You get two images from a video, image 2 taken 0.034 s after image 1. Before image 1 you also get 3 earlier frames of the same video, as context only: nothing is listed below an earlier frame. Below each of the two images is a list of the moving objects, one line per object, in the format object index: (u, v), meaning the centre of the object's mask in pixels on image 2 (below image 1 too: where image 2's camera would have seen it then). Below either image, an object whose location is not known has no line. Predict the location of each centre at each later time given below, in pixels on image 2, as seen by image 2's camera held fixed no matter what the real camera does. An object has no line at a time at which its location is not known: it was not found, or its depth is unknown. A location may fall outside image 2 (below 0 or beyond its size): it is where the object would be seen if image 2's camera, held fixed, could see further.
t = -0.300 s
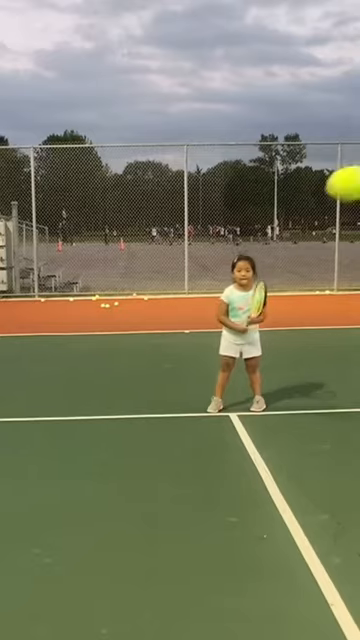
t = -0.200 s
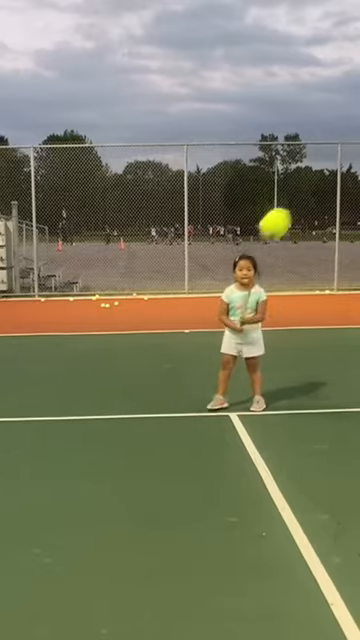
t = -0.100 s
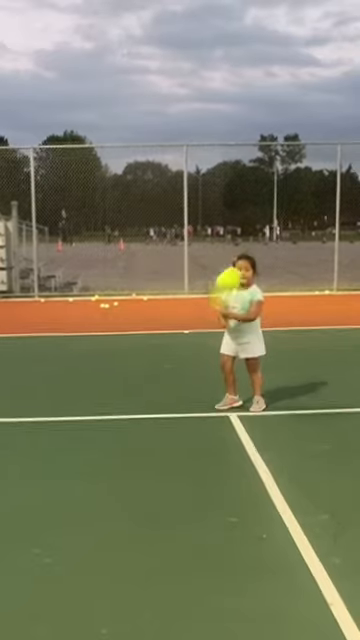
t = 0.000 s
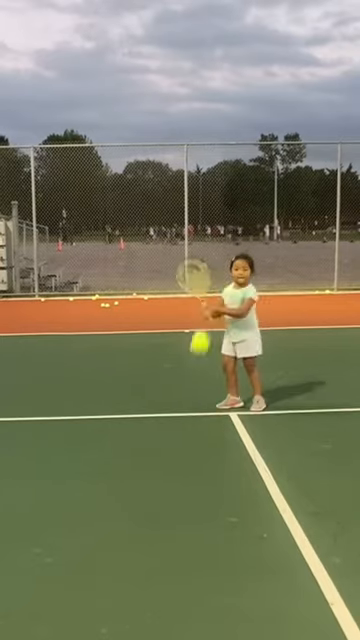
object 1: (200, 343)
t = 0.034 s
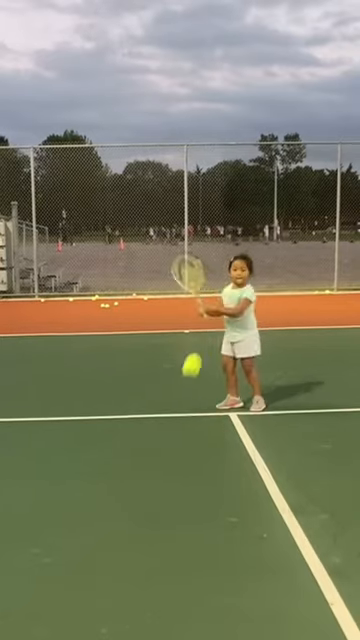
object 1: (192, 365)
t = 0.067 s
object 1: (185, 387)
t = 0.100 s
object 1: (179, 409)
